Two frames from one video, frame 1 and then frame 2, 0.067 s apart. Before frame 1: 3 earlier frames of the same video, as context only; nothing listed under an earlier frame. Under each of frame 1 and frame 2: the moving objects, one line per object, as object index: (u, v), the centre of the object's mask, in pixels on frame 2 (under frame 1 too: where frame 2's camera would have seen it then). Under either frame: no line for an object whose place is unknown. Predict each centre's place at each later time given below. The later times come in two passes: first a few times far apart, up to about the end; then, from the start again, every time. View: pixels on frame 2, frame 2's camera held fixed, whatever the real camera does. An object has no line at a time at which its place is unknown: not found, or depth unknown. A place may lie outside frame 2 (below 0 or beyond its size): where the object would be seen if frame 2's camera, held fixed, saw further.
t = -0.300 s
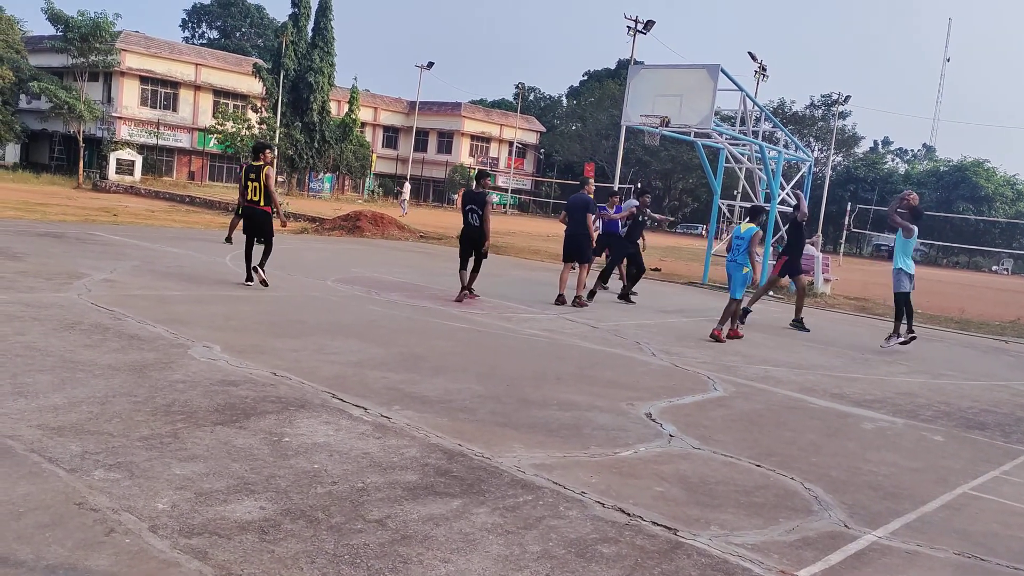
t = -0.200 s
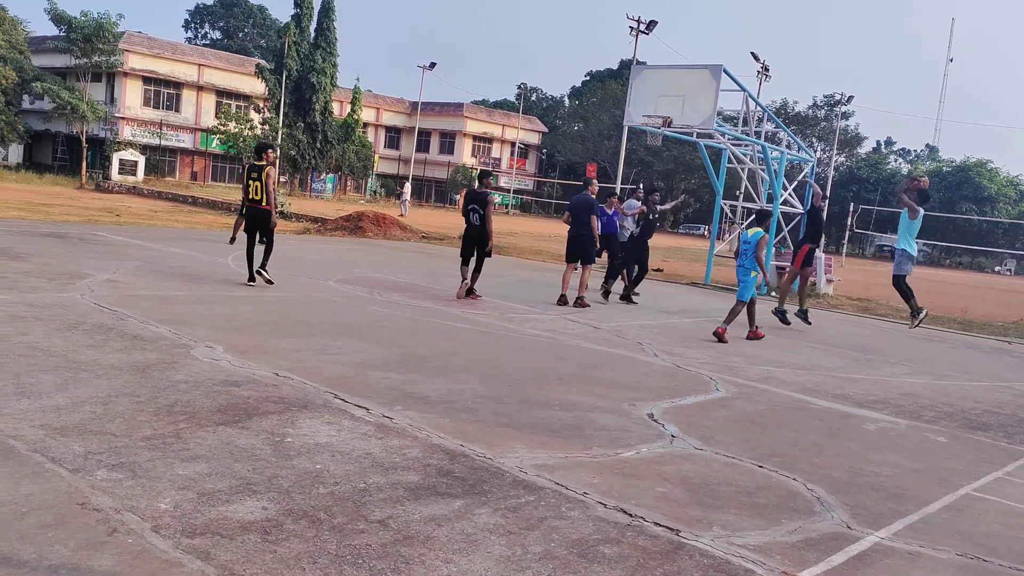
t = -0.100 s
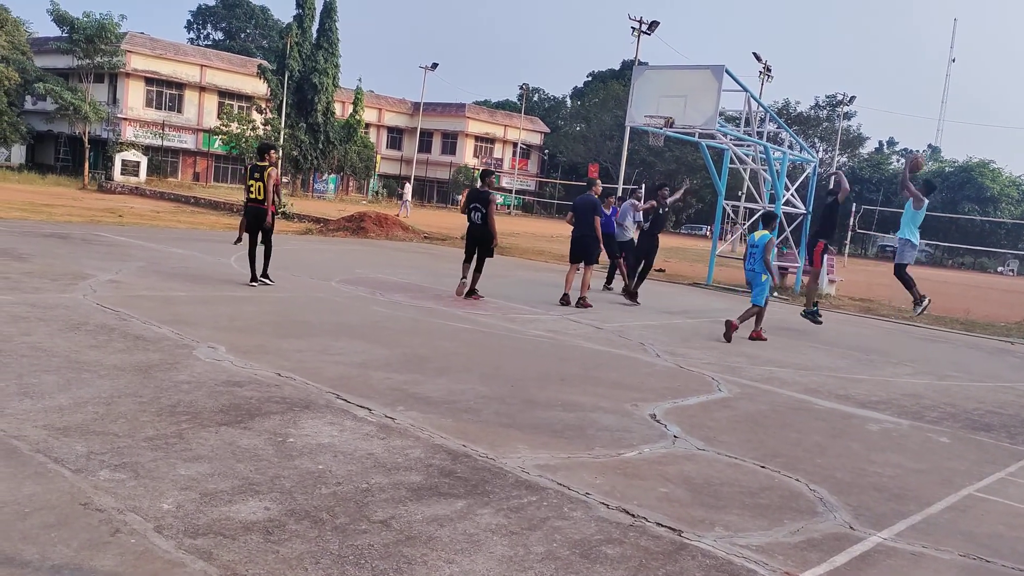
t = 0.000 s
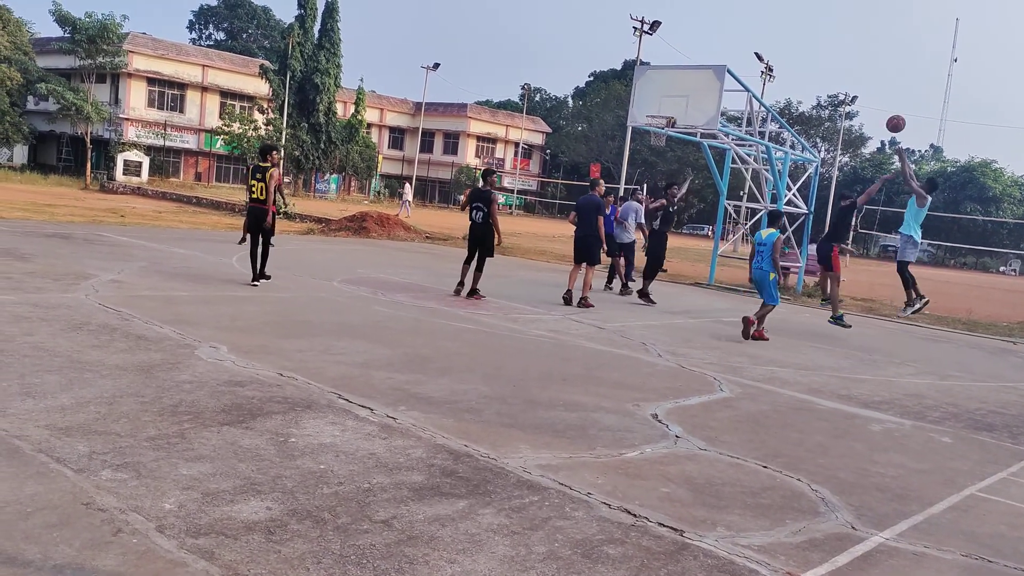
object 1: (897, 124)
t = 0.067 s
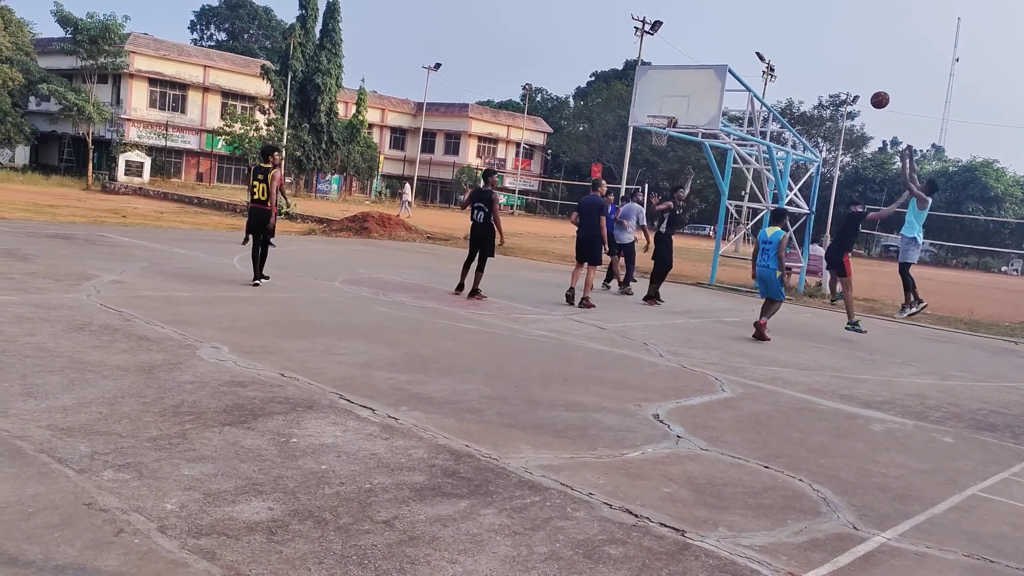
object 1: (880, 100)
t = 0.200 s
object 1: (846, 65)
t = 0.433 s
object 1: (790, 38)
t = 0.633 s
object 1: (744, 45)
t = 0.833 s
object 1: (702, 71)
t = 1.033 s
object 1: (661, 103)
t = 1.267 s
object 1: (671, 106)
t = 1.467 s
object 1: (689, 123)
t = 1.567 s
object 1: (691, 136)
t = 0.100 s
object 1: (871, 90)
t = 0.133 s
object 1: (863, 80)
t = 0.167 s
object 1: (854, 72)
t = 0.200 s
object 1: (846, 65)
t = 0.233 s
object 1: (838, 58)
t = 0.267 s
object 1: (830, 53)
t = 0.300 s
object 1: (822, 48)
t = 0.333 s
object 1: (813, 44)
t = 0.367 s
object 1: (806, 42)
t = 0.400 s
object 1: (798, 39)
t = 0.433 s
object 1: (790, 38)
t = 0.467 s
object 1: (782, 38)
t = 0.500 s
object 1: (774, 38)
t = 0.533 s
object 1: (767, 38)
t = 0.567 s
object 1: (759, 40)
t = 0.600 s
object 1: (752, 42)
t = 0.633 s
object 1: (744, 45)
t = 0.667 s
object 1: (737, 48)
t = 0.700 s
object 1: (730, 52)
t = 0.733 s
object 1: (723, 57)
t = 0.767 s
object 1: (716, 62)
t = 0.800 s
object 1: (709, 68)
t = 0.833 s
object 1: (702, 71)
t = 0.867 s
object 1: (695, 75)
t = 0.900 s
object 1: (689, 79)
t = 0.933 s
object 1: (682, 84)
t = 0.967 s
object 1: (675, 90)
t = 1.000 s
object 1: (668, 96)
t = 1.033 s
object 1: (661, 103)
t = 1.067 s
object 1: (654, 110)
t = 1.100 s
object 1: (655, 110)
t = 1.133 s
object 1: (658, 108)
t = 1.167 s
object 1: (662, 107)
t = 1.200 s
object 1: (665, 106)
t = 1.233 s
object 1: (668, 106)
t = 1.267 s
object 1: (671, 106)
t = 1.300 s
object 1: (674, 108)
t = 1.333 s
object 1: (678, 109)
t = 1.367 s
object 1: (680, 112)
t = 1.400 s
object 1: (683, 115)
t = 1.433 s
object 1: (686, 119)
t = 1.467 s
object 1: (689, 123)
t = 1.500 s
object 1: (691, 127)
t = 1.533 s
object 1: (691, 132)
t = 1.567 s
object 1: (691, 136)
